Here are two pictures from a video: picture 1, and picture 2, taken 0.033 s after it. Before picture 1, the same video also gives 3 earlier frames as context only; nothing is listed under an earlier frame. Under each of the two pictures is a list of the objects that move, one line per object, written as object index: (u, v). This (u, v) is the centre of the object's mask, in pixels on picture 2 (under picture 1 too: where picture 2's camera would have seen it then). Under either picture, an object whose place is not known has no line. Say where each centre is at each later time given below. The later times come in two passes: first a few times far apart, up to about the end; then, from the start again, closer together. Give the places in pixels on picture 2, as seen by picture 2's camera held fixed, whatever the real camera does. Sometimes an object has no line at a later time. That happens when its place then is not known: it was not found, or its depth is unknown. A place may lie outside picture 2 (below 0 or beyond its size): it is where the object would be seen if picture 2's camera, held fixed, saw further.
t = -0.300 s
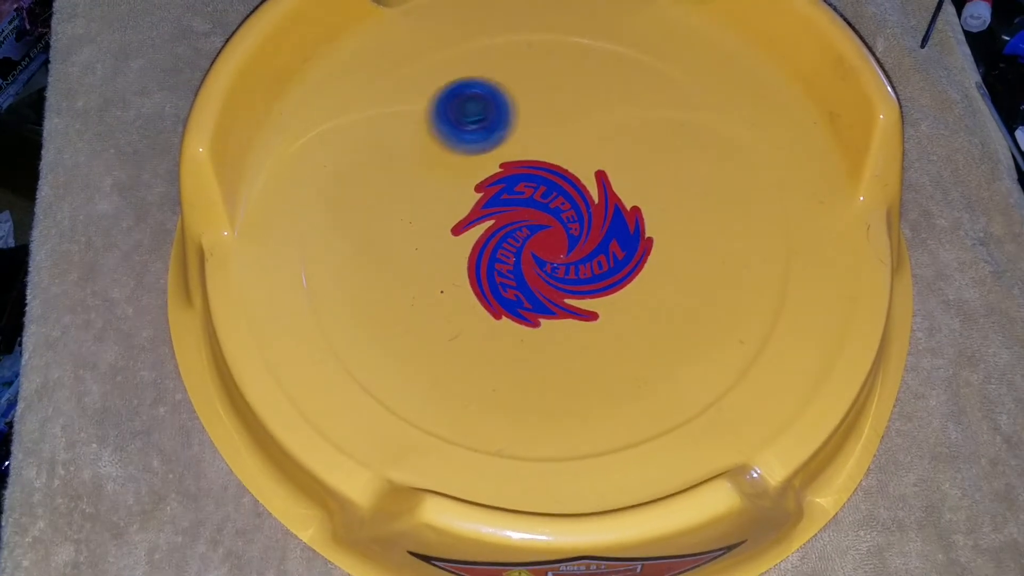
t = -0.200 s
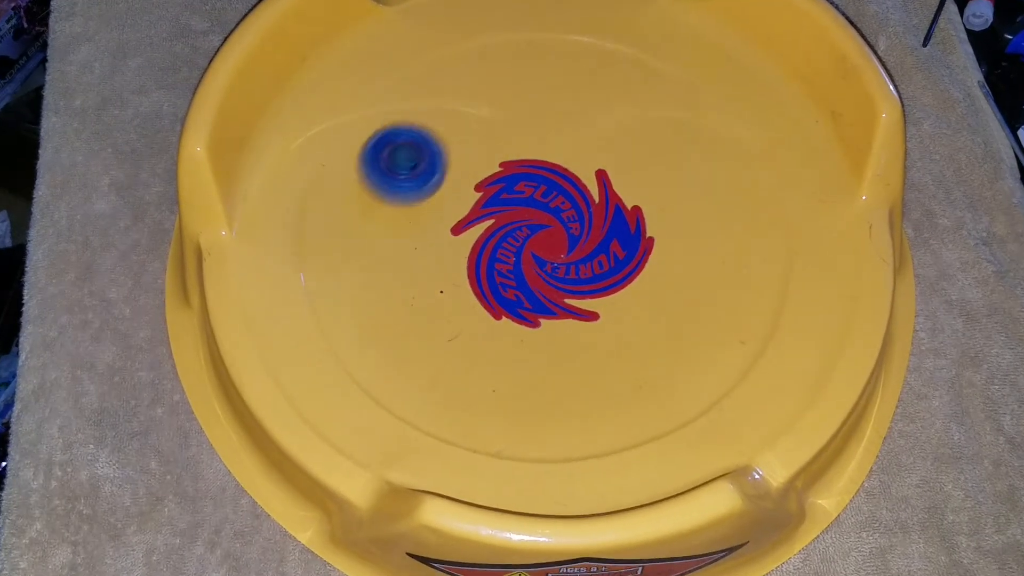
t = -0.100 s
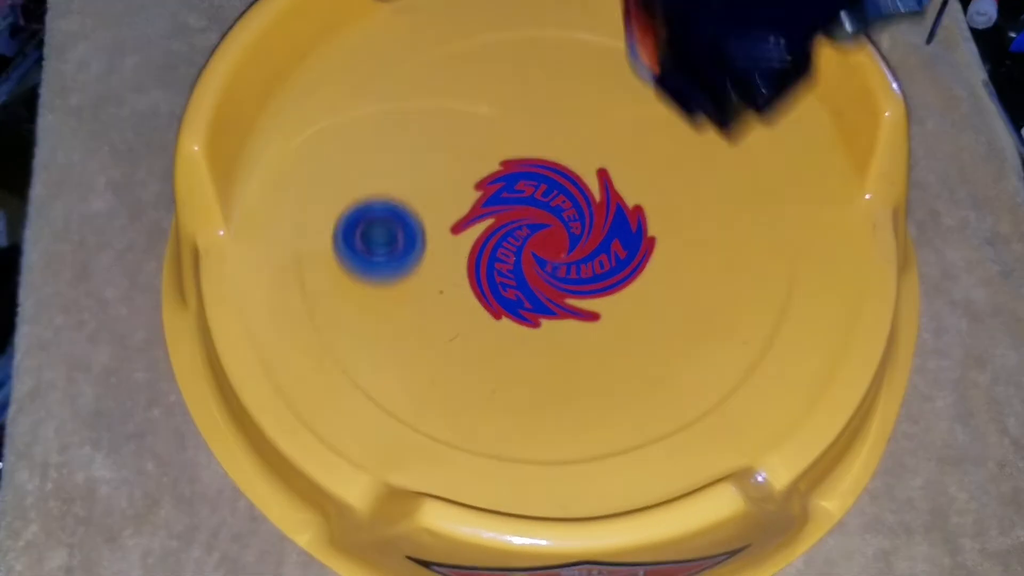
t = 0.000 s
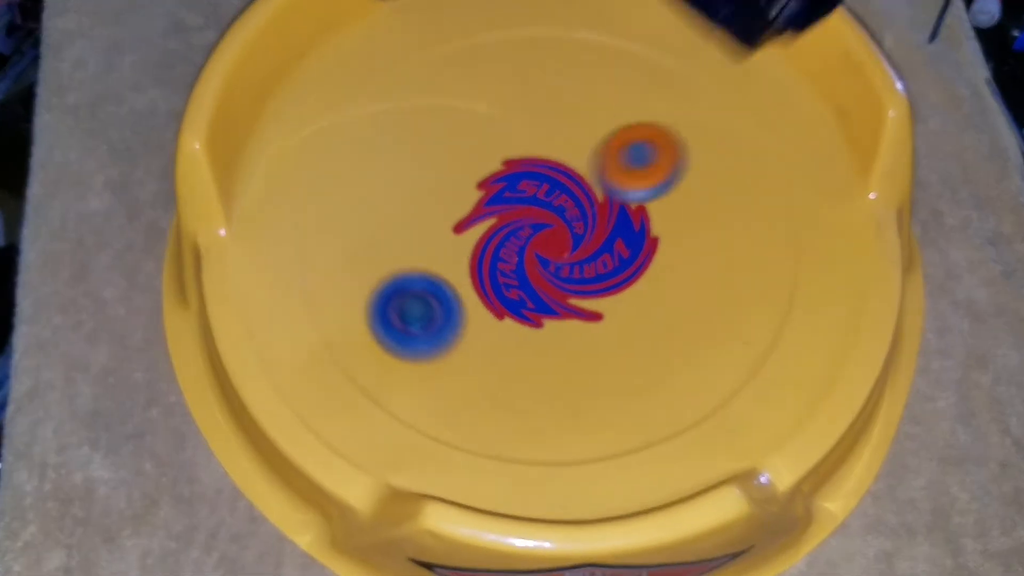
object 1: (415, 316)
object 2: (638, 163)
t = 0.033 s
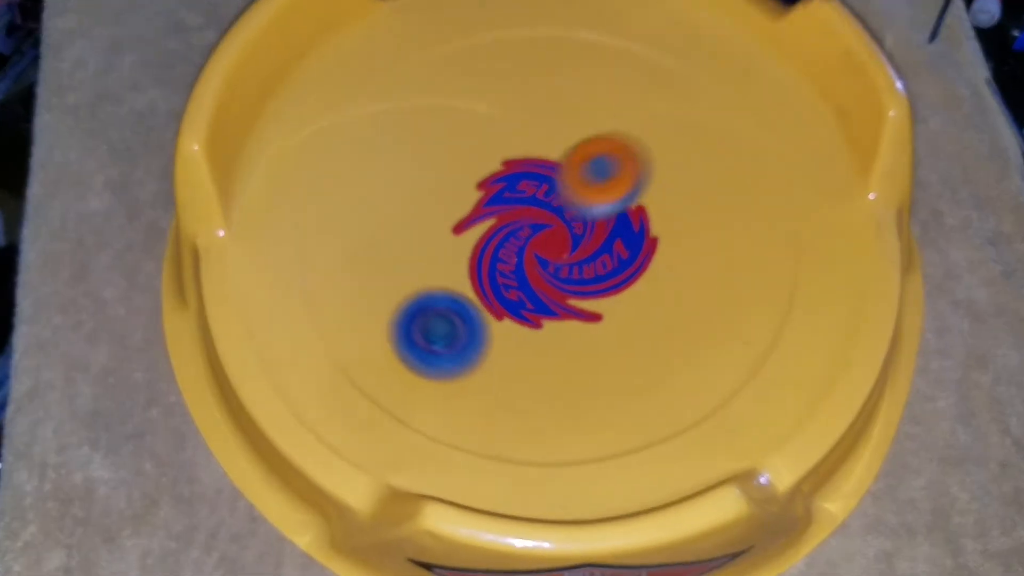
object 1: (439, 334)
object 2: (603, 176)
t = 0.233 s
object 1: (680, 377)
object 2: (472, 324)
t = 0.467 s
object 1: (873, 249)
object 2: (706, 407)
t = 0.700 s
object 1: (734, 114)
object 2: (616, 157)
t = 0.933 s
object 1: (526, 154)
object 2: (303, 303)
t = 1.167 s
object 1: (444, 330)
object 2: (276, 549)
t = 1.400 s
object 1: (546, 434)
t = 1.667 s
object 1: (637, 343)
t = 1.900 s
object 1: (553, 220)
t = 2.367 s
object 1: (408, 291)
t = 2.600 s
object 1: (530, 264)
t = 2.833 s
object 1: (550, 161)
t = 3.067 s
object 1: (487, 144)
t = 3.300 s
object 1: (524, 217)
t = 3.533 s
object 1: (620, 218)
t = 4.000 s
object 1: (580, 220)
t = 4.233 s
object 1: (570, 289)
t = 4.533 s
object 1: (587, 304)
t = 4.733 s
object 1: (562, 289)
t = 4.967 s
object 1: (511, 271)
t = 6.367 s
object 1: (541, 203)
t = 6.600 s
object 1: (582, 215)
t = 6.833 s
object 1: (590, 224)
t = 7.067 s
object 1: (580, 247)
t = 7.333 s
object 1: (561, 276)
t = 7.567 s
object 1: (544, 296)
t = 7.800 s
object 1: (523, 289)
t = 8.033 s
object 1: (495, 278)
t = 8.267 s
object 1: (497, 256)
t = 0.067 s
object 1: (467, 347)
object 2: (560, 204)
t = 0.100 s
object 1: (499, 356)
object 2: (526, 238)
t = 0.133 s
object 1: (529, 360)
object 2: (509, 263)
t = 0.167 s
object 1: (561, 357)
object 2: (493, 300)
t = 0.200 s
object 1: (618, 369)
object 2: (482, 313)
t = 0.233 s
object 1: (680, 377)
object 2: (472, 324)
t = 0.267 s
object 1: (732, 374)
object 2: (475, 342)
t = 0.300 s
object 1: (773, 357)
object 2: (488, 367)
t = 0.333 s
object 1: (805, 338)
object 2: (515, 398)
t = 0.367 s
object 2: (558, 426)
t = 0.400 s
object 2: (607, 438)
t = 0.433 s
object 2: (660, 427)
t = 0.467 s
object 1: (873, 249)
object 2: (706, 407)
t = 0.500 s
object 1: (872, 218)
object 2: (739, 375)
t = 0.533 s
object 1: (857, 191)
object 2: (757, 335)
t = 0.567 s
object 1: (830, 180)
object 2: (761, 287)
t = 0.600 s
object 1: (802, 170)
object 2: (748, 244)
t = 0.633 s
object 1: (783, 148)
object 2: (711, 211)
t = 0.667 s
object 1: (760, 130)
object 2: (668, 181)
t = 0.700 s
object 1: (734, 114)
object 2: (616, 157)
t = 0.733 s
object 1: (706, 105)
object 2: (560, 146)
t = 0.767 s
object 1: (678, 103)
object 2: (503, 146)
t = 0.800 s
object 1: (648, 105)
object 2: (449, 159)
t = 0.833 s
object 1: (617, 112)
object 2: (399, 182)
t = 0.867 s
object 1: (586, 122)
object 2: (356, 215)
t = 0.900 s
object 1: (555, 136)
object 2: (322, 257)
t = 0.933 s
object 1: (526, 154)
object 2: (303, 303)
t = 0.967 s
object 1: (500, 175)
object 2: (292, 354)
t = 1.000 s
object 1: (480, 198)
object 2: (294, 406)
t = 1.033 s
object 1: (463, 224)
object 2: (310, 452)
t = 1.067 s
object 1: (450, 251)
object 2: (325, 490)
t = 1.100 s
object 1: (442, 277)
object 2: (316, 520)
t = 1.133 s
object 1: (440, 305)
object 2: (294, 534)
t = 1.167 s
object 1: (444, 330)
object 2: (276, 549)
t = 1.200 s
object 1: (453, 353)
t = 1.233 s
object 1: (464, 374)
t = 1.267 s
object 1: (478, 392)
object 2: (204, 568)
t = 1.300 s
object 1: (495, 407)
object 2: (180, 573)
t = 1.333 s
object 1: (512, 418)
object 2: (153, 576)
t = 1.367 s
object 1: (530, 428)
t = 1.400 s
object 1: (546, 434)
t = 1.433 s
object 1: (560, 435)
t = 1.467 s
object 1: (575, 431)
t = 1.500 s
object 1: (590, 424)
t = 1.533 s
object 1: (604, 413)
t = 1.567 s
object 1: (617, 399)
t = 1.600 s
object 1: (626, 382)
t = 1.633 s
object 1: (634, 363)
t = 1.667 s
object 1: (637, 343)
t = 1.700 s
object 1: (637, 322)
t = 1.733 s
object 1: (632, 301)
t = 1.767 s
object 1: (622, 281)
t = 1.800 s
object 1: (609, 261)
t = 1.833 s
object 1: (593, 245)
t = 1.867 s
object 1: (573, 230)
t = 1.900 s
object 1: (553, 220)
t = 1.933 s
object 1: (530, 210)
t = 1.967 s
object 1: (507, 204)
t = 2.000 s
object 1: (484, 200)
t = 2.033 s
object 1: (462, 199)
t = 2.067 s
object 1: (442, 199)
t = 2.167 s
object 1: (395, 222)
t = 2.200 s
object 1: (386, 233)
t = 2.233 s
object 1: (383, 245)
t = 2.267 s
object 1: (384, 258)
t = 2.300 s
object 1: (388, 271)
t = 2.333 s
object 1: (397, 283)
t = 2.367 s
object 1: (408, 291)
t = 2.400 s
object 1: (424, 298)
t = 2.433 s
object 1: (442, 301)
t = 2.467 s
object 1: (463, 300)
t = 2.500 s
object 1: (483, 295)
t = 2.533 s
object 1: (501, 287)
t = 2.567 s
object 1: (516, 276)
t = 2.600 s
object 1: (530, 264)
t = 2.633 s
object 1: (540, 248)
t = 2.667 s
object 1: (546, 233)
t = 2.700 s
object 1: (552, 218)
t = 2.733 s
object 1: (556, 203)
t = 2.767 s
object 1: (558, 188)
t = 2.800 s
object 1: (556, 174)
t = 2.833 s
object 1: (550, 161)
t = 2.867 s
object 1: (542, 151)
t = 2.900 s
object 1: (532, 142)
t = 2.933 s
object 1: (522, 136)
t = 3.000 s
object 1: (502, 134)
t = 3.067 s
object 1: (487, 144)
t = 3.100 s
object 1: (483, 154)
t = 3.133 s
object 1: (481, 165)
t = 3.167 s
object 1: (484, 176)
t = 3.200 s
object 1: (489, 188)
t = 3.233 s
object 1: (497, 199)
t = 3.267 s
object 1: (508, 210)
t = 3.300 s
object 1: (524, 217)
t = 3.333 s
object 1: (540, 223)
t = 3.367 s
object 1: (556, 227)
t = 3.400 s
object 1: (572, 231)
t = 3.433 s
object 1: (586, 230)
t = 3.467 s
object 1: (599, 227)
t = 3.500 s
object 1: (610, 223)
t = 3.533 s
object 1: (620, 218)
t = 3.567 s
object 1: (627, 212)
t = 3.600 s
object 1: (632, 206)
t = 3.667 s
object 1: (635, 196)
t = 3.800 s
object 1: (620, 190)
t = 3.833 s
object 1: (614, 192)
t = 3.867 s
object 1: (606, 195)
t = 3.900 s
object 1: (599, 198)
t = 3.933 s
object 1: (592, 204)
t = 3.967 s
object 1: (586, 212)
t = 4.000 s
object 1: (580, 220)
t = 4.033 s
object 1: (575, 229)
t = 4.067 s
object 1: (570, 239)
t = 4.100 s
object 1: (567, 249)
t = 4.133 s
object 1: (564, 260)
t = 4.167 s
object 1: (563, 271)
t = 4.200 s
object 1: (565, 280)
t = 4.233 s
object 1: (570, 289)
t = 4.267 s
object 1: (575, 296)
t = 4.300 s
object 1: (581, 300)
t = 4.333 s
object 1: (583, 304)
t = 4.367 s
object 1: (582, 306)
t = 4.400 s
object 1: (584, 307)
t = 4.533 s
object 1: (587, 304)
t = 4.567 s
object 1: (584, 301)
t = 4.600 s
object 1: (578, 299)
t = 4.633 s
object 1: (573, 297)
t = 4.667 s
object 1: (570, 295)
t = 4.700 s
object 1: (566, 292)
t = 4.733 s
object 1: (562, 289)
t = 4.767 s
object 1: (557, 286)
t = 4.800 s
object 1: (552, 282)
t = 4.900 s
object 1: (525, 274)
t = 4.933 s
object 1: (519, 273)
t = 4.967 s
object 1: (511, 271)
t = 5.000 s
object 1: (504, 271)
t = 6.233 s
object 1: (529, 197)
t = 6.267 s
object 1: (531, 199)
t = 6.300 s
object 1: (533, 201)
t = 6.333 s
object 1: (537, 202)
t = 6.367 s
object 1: (541, 203)
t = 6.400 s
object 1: (549, 205)
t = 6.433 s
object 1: (558, 207)
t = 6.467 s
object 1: (567, 210)
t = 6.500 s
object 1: (572, 212)
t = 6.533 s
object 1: (575, 212)
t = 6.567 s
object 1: (578, 213)
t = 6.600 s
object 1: (582, 215)
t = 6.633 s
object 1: (583, 216)
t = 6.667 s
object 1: (585, 216)
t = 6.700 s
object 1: (587, 218)
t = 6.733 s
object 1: (589, 219)
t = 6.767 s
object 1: (589, 221)
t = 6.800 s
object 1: (590, 222)
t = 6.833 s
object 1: (590, 224)
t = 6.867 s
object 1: (590, 227)
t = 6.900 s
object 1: (590, 229)
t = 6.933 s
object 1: (588, 233)
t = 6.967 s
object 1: (587, 236)
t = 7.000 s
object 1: (585, 239)
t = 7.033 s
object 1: (583, 243)
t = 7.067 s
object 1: (580, 247)
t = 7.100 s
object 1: (578, 250)
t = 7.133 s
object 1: (576, 254)
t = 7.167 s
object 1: (573, 258)
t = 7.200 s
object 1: (570, 262)
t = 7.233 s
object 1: (568, 265)
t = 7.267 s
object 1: (565, 269)
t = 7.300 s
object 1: (564, 273)
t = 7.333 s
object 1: (561, 276)
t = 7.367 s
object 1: (560, 280)
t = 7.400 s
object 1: (558, 281)
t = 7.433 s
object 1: (555, 284)
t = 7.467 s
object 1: (552, 289)
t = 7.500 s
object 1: (549, 292)
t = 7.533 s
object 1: (546, 294)
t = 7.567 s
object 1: (544, 296)
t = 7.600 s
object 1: (542, 298)
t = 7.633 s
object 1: (540, 298)
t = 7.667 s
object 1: (538, 297)
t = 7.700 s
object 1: (536, 295)
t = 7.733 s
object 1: (532, 293)
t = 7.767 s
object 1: (527, 291)
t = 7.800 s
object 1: (523, 289)
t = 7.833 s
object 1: (518, 289)
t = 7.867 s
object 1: (514, 287)
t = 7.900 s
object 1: (509, 286)
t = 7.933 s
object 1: (505, 284)
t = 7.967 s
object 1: (502, 282)
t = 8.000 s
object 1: (498, 280)
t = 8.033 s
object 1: (495, 278)
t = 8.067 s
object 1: (493, 276)
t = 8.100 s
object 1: (491, 273)
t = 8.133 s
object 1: (491, 270)
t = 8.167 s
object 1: (492, 267)
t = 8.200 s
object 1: (493, 264)
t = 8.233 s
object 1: (495, 260)
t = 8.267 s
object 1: (497, 256)
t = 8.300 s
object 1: (499, 251)
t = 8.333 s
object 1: (500, 246)
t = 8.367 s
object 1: (501, 240)
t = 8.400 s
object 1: (502, 234)
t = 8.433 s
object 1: (502, 229)
